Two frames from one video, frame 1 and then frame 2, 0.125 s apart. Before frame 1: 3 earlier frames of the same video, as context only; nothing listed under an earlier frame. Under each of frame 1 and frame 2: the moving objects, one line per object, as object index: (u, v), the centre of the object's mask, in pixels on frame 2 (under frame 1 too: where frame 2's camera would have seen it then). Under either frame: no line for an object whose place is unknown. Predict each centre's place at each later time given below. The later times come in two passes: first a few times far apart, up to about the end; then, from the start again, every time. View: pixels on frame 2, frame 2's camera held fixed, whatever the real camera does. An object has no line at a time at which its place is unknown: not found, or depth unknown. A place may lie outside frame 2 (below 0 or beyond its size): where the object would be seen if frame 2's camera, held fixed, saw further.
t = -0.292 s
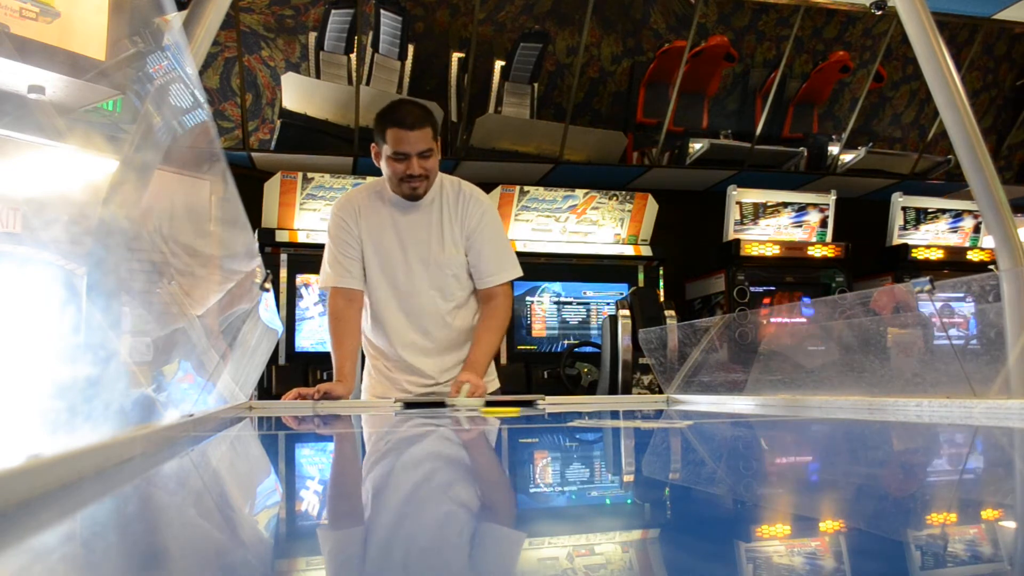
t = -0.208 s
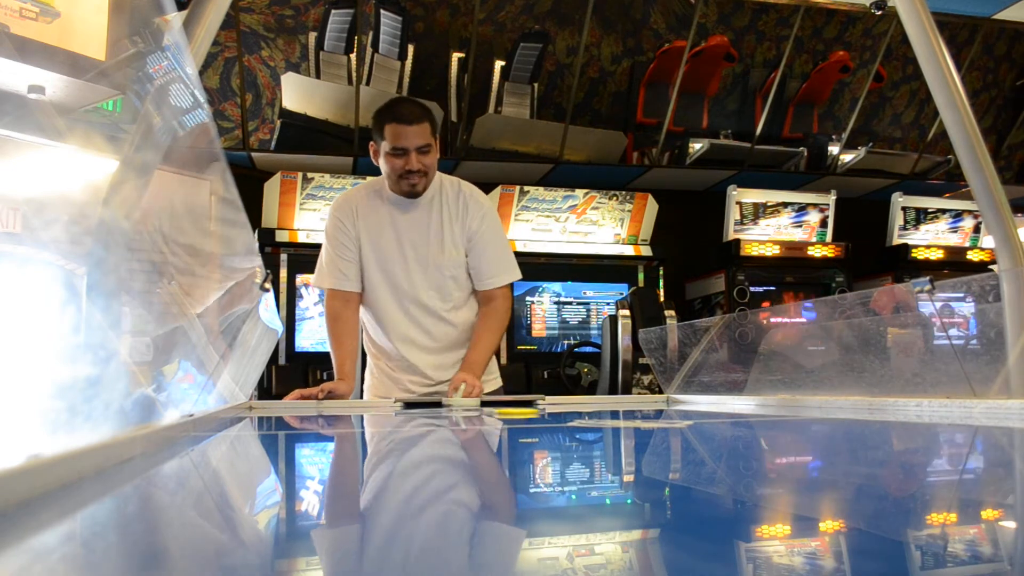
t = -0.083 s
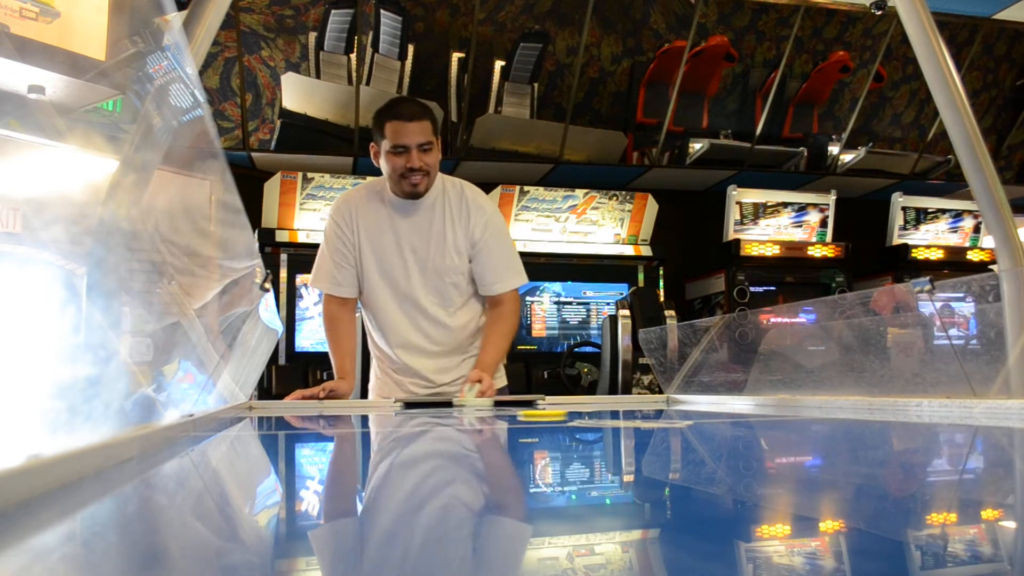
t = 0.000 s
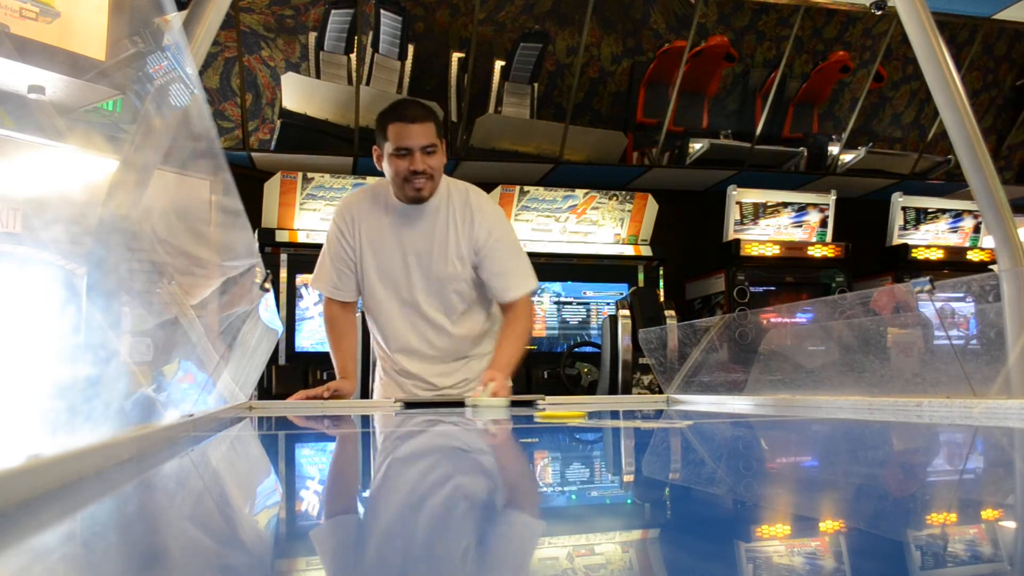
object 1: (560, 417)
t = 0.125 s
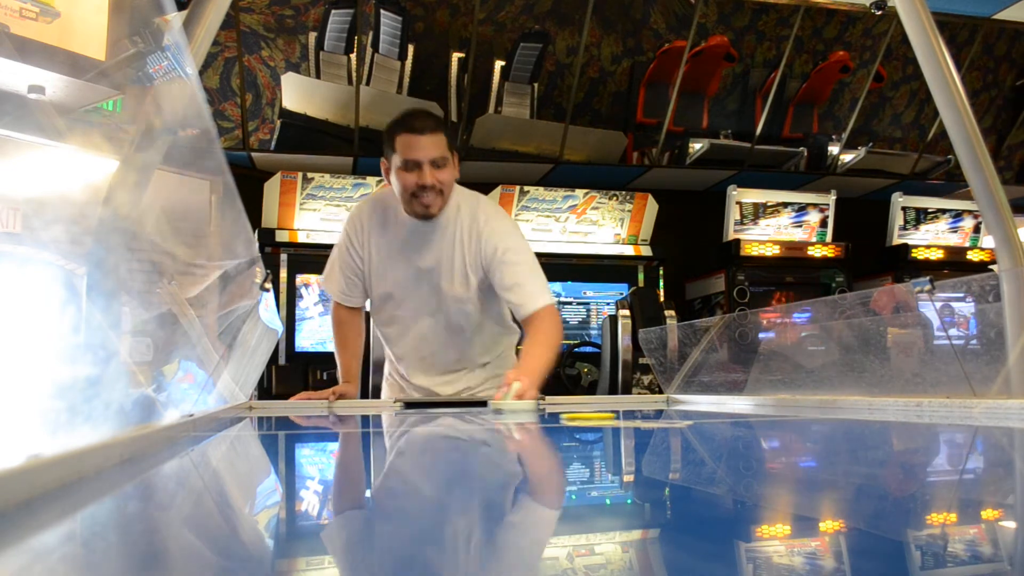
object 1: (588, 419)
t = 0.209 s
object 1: (606, 420)
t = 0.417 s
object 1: (651, 424)
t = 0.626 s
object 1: (692, 427)
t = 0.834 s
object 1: (722, 429)
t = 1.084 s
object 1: (744, 430)
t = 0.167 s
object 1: (597, 420)
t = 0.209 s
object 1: (606, 420)
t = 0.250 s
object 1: (615, 421)
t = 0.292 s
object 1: (624, 422)
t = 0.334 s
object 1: (633, 422)
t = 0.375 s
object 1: (642, 423)
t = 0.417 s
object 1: (651, 424)
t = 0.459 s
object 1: (660, 425)
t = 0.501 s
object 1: (669, 425)
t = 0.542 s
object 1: (677, 426)
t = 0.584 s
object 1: (684, 426)
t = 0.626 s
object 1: (692, 427)
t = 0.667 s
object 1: (699, 427)
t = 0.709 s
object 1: (706, 428)
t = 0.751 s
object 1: (712, 428)
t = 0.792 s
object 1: (717, 429)
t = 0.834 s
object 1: (722, 429)
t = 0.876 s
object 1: (727, 429)
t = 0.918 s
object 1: (731, 429)
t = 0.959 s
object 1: (734, 430)
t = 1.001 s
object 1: (738, 430)
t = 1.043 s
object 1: (742, 430)
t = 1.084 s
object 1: (744, 430)
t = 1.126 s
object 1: (747, 431)
